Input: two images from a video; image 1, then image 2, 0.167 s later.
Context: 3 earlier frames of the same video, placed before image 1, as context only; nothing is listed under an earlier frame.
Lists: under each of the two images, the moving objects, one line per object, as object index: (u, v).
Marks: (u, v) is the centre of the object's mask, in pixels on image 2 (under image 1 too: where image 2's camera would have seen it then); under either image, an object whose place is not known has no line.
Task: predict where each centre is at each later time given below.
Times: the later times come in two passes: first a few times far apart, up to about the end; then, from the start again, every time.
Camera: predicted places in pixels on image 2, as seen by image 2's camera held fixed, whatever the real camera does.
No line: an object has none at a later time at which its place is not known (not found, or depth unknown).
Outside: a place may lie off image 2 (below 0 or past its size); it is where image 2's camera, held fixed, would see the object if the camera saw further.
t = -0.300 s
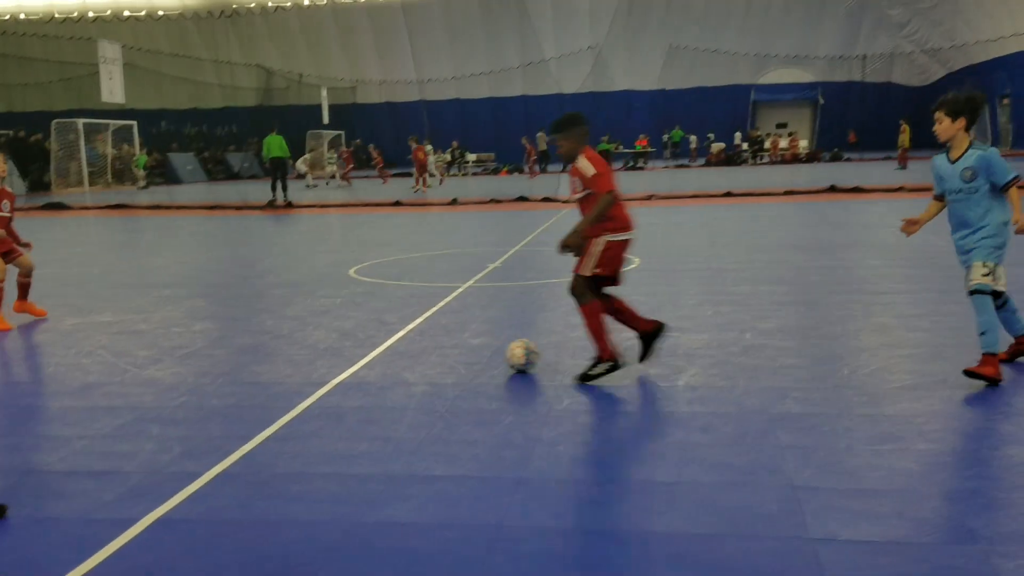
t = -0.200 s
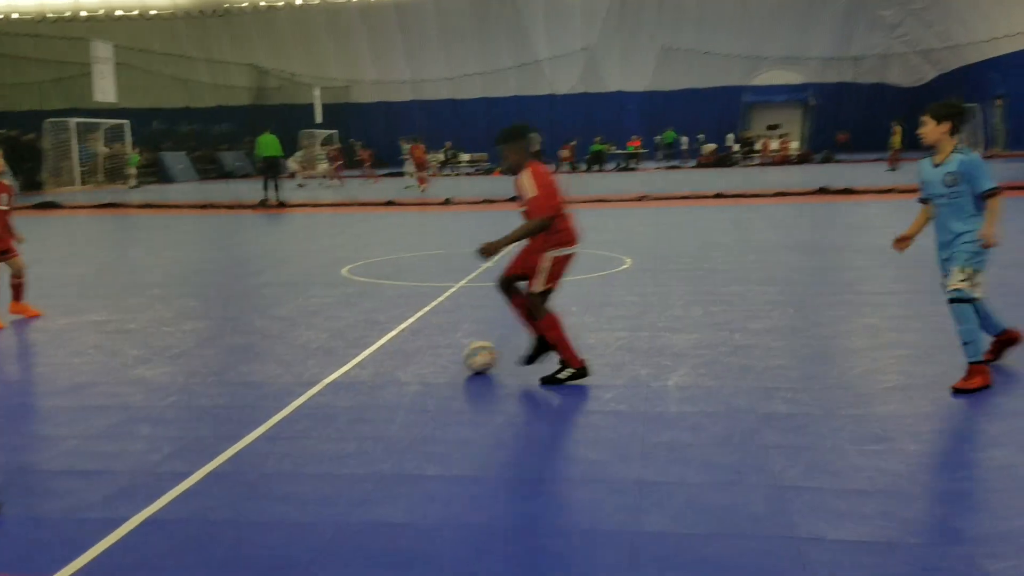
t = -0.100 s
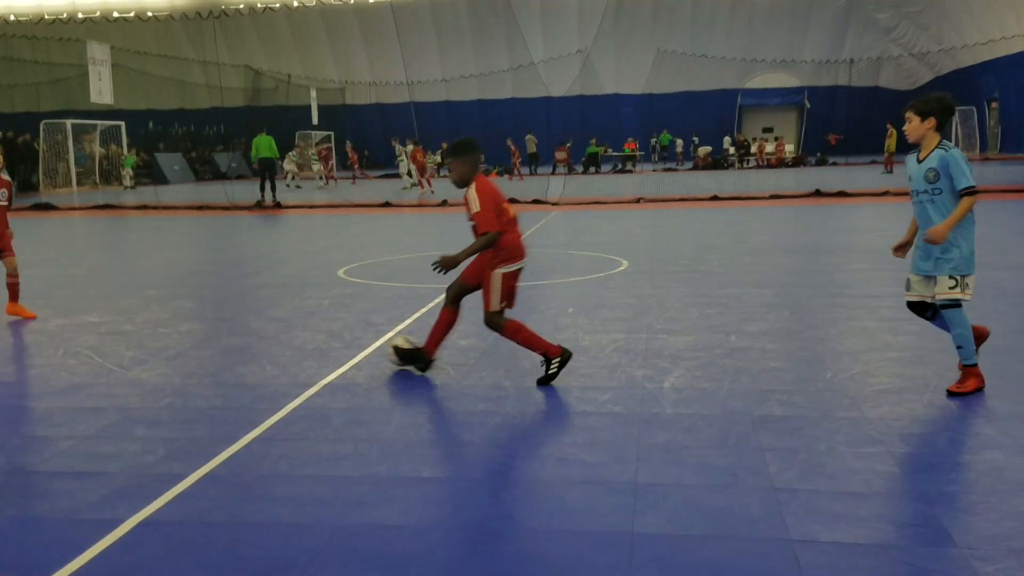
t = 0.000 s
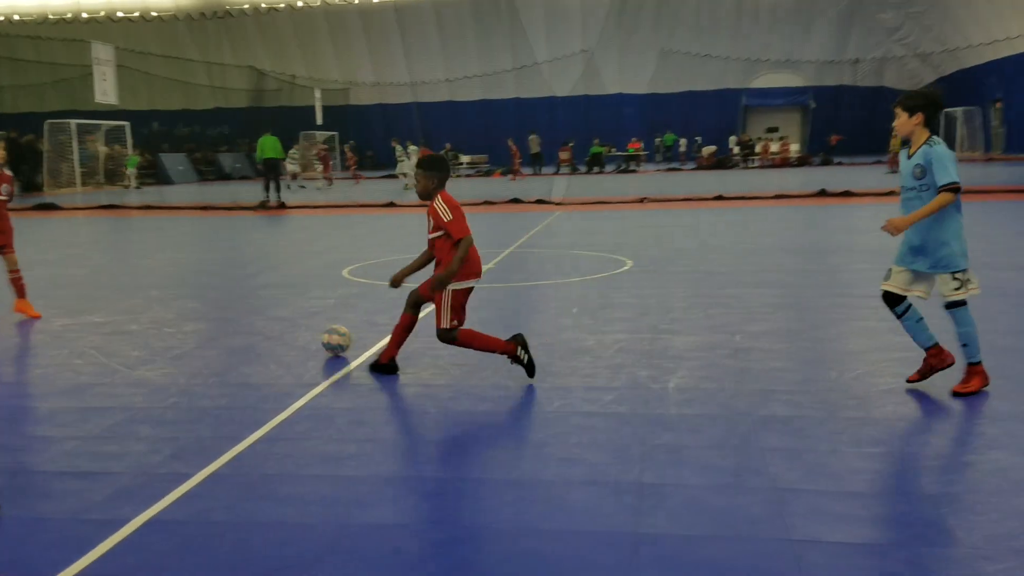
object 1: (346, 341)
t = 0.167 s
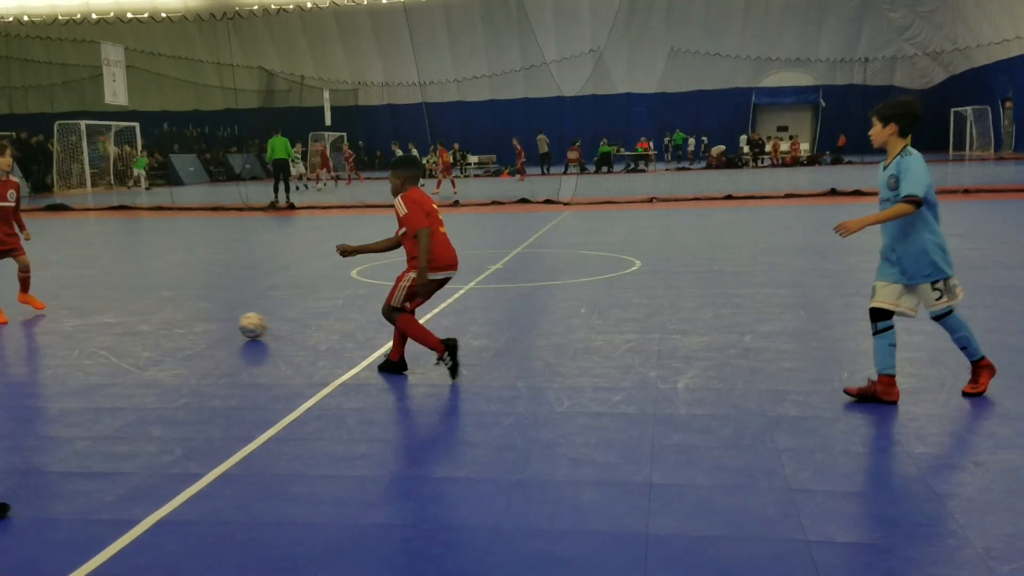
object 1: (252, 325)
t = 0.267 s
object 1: (207, 318)
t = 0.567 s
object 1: (104, 303)
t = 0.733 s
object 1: (57, 298)
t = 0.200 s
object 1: (237, 324)
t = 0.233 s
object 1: (222, 320)
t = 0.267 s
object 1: (207, 318)
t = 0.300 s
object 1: (193, 317)
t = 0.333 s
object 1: (181, 314)
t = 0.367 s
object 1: (168, 313)
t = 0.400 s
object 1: (156, 311)
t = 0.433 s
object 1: (146, 309)
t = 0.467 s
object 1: (134, 308)
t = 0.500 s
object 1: (124, 306)
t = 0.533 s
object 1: (114, 305)
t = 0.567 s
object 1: (104, 303)
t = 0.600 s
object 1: (95, 301)
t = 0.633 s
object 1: (85, 300)
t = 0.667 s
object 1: (75, 300)
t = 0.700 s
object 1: (66, 298)
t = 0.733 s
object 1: (57, 298)
